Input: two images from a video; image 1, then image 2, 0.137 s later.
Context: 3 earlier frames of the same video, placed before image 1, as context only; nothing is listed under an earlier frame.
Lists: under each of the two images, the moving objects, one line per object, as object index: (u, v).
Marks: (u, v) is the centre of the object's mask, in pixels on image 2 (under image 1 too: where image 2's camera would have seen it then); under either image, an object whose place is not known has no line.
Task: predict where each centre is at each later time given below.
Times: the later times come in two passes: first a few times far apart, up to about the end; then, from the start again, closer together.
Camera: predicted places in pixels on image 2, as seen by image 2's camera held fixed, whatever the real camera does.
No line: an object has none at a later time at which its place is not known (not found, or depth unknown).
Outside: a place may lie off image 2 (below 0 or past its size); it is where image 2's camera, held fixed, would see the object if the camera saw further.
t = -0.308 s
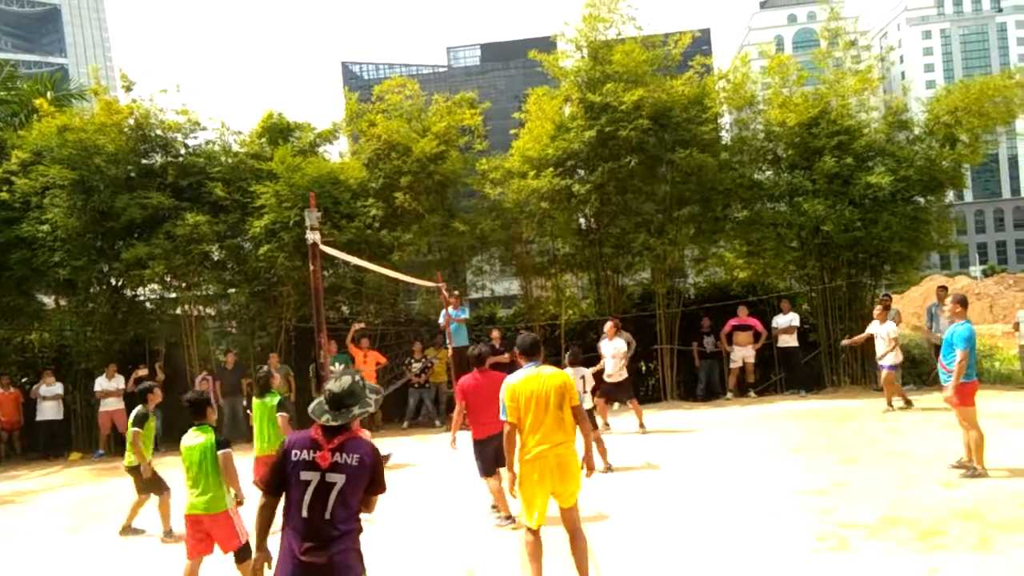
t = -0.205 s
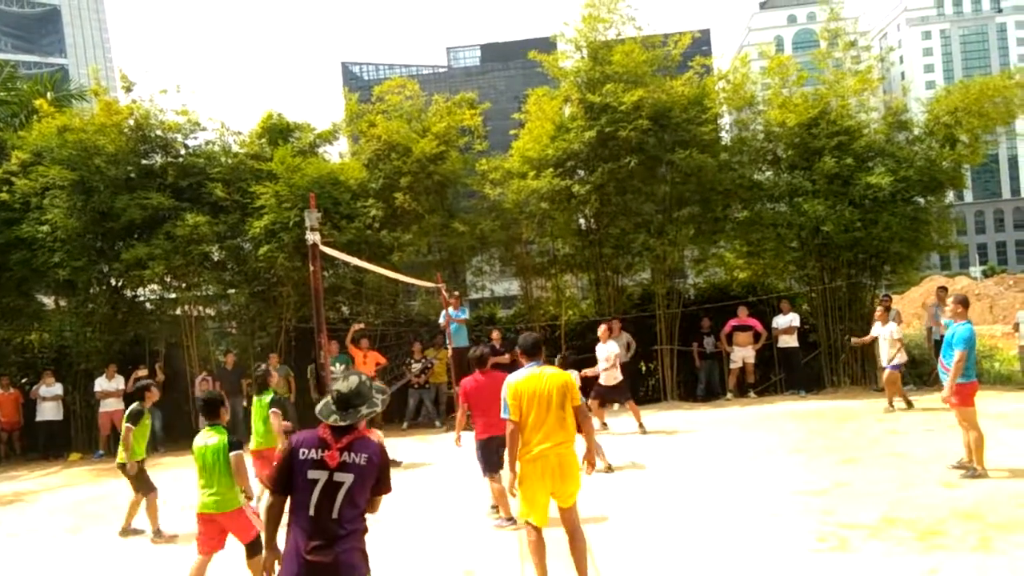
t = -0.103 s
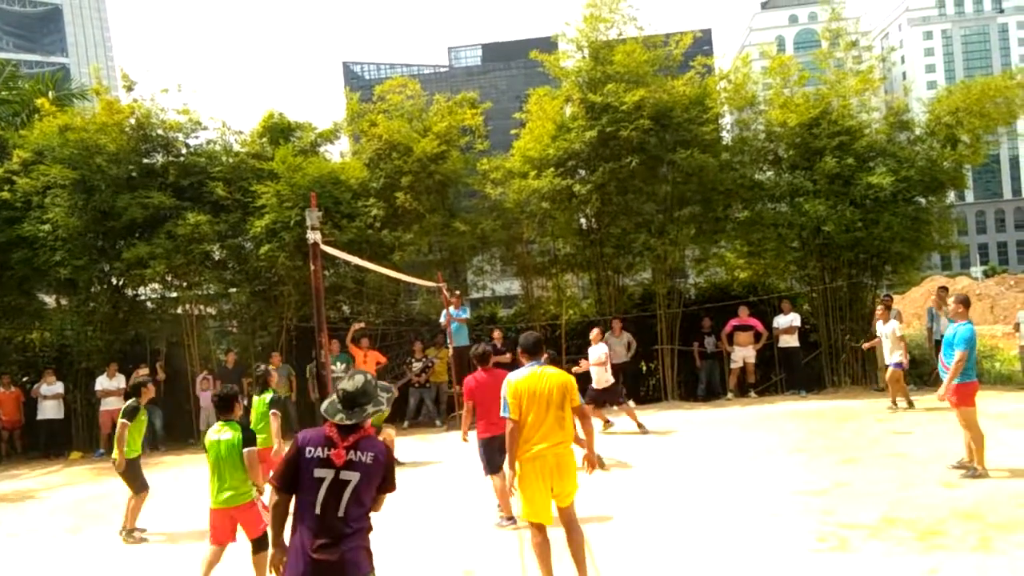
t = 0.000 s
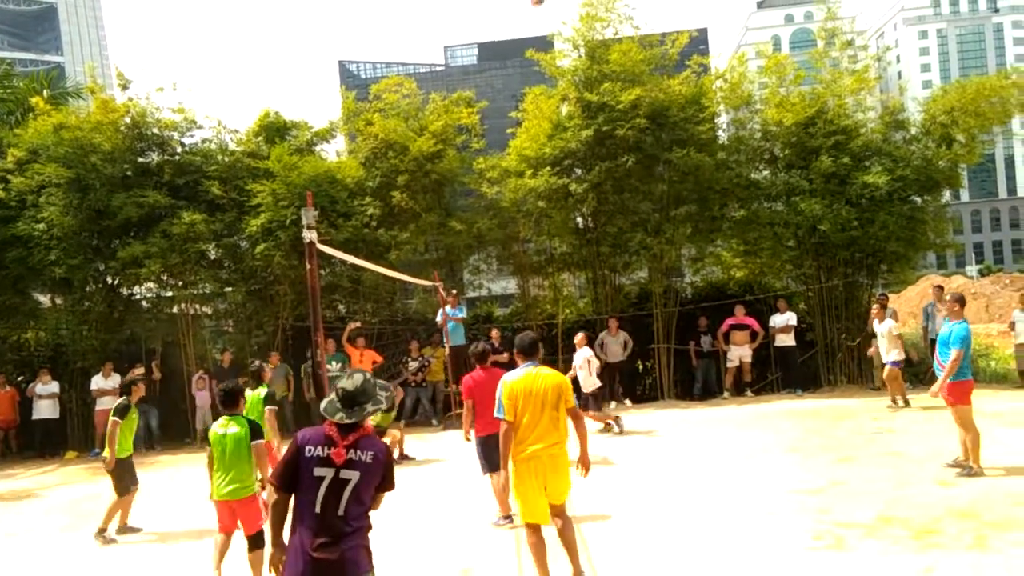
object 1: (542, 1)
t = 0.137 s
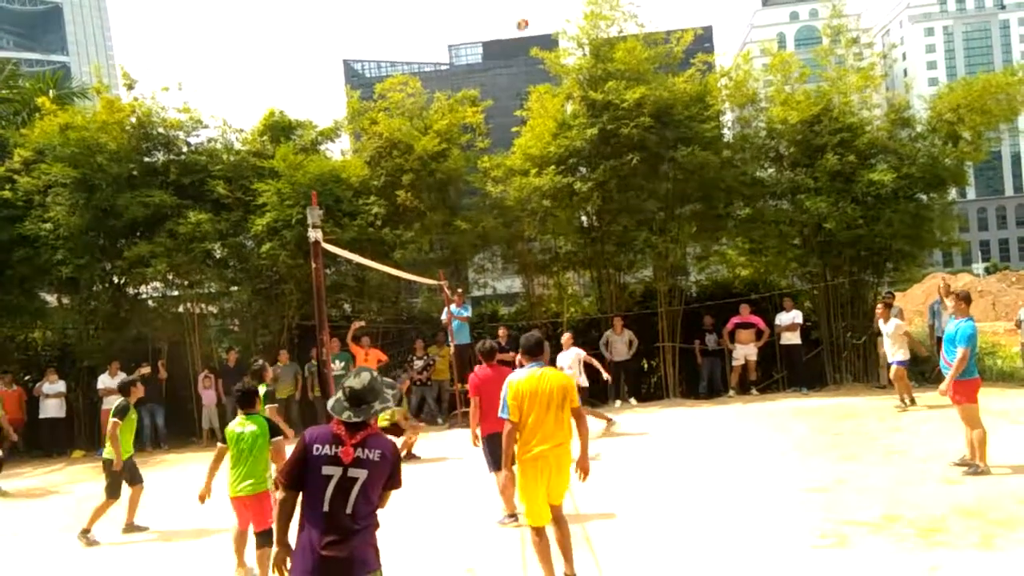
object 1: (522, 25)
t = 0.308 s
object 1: (497, 72)
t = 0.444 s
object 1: (478, 125)
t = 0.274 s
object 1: (502, 61)
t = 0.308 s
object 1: (497, 72)
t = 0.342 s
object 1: (493, 85)
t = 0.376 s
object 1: (488, 97)
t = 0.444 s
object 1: (478, 125)
